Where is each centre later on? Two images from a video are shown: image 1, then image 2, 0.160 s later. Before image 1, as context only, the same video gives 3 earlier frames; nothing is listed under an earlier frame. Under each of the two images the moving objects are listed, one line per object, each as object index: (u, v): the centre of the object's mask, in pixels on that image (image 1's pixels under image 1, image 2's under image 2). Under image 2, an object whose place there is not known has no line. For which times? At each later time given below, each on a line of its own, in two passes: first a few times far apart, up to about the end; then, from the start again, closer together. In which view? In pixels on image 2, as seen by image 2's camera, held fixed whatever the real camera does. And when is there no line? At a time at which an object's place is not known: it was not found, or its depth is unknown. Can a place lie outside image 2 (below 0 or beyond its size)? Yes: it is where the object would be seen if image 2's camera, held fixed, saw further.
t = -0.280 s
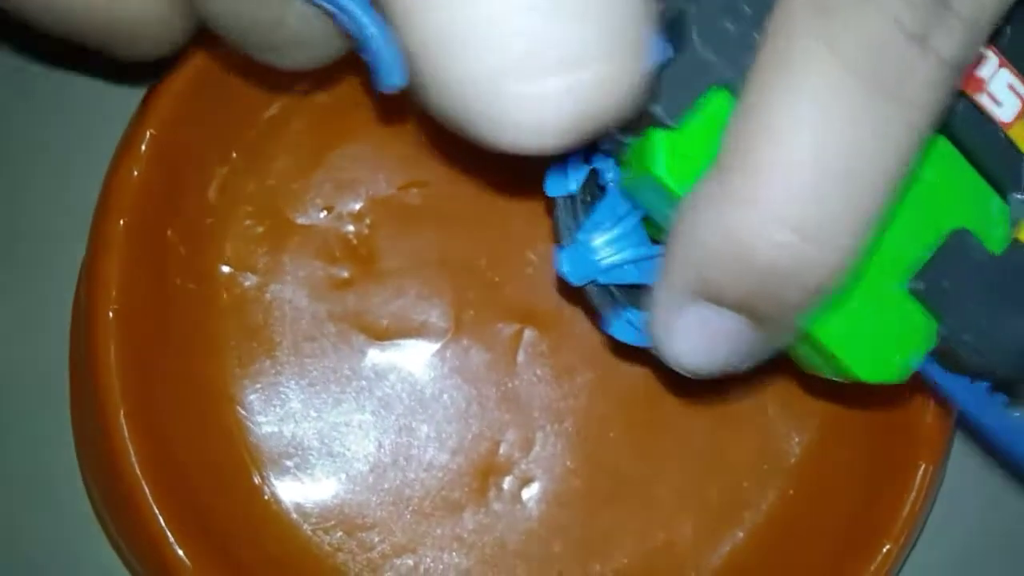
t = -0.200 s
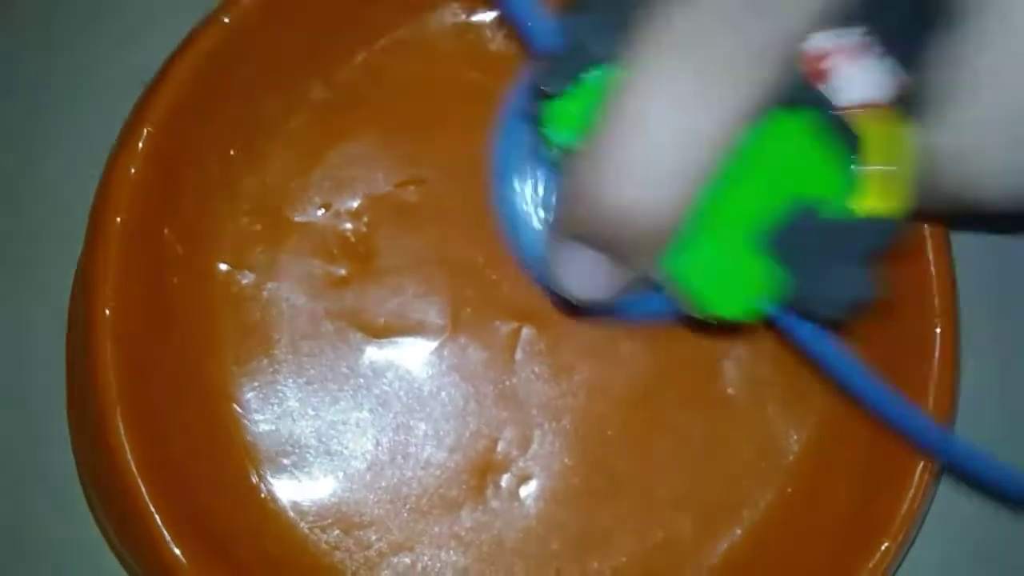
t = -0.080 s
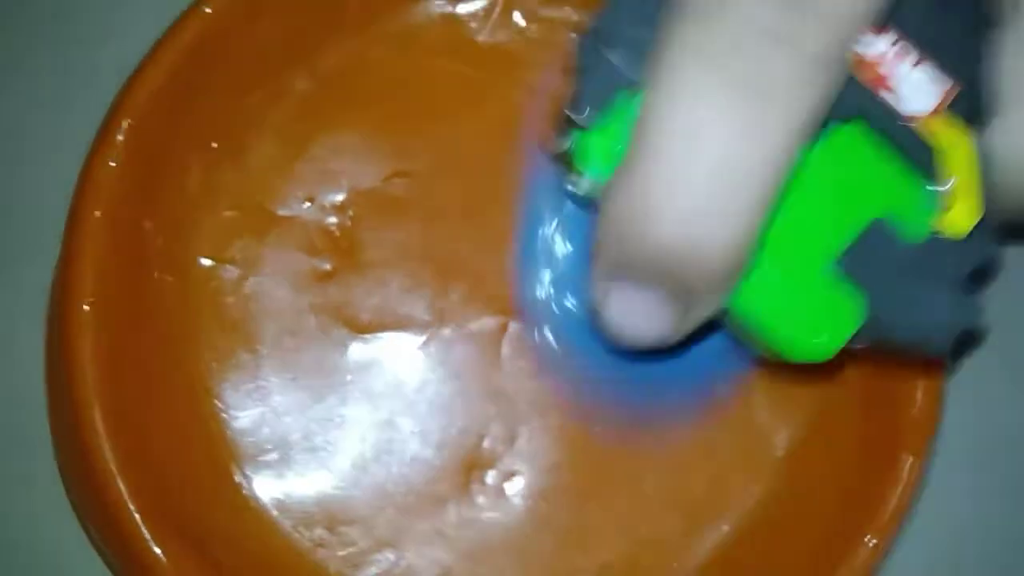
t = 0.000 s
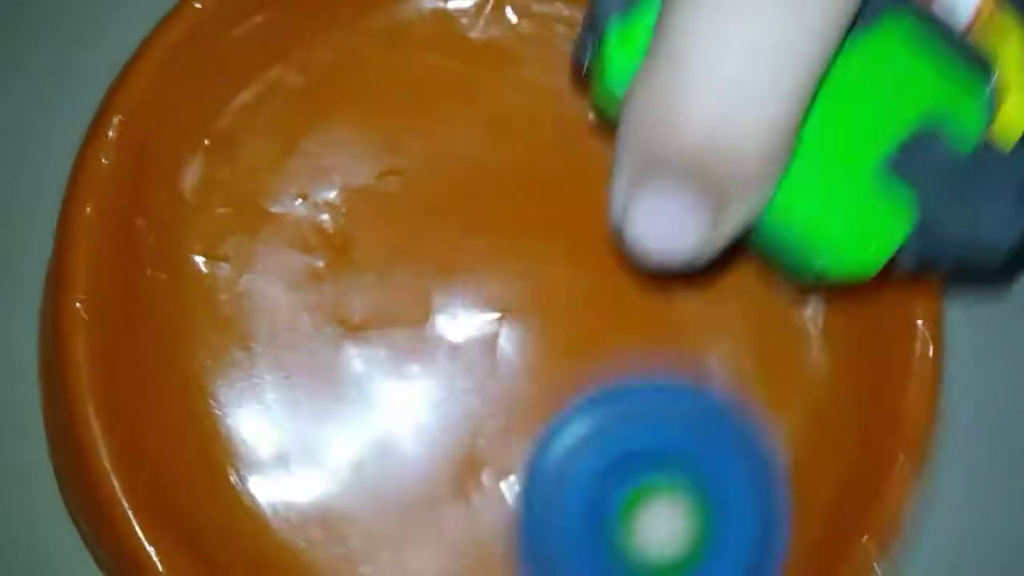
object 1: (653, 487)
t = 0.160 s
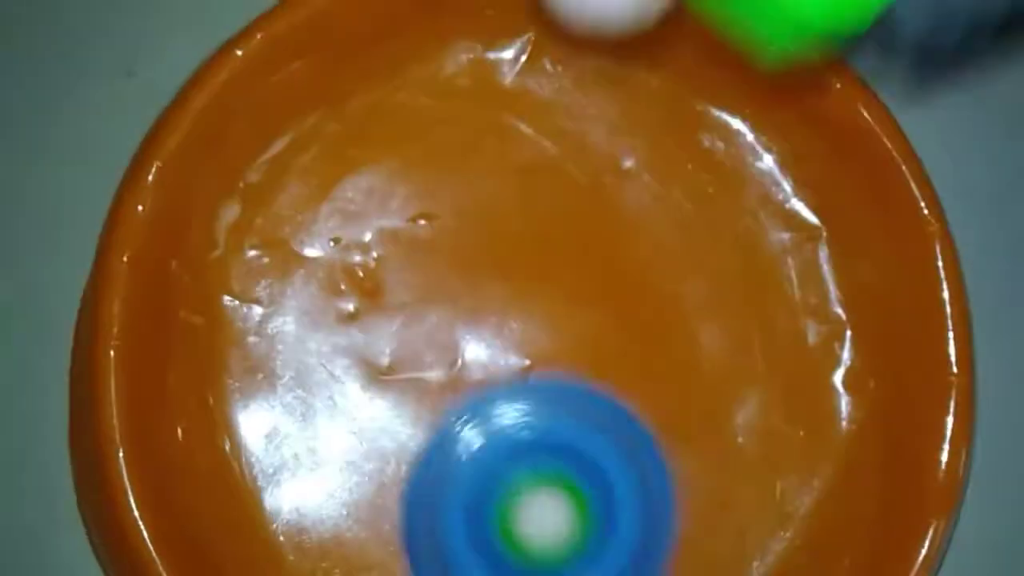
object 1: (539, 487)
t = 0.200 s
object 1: (525, 471)
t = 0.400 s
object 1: (453, 358)
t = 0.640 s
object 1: (361, 265)
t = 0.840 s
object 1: (363, 261)
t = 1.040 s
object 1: (351, 260)
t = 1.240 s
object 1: (347, 260)
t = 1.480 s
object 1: (369, 263)
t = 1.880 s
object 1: (578, 188)
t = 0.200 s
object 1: (525, 471)
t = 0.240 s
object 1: (507, 443)
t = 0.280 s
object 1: (494, 409)
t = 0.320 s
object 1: (480, 385)
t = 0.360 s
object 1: (467, 371)
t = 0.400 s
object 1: (453, 358)
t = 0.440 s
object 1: (433, 345)
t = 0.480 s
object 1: (409, 332)
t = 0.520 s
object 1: (386, 320)
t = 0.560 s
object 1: (369, 307)
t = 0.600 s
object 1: (363, 289)
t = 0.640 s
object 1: (361, 265)
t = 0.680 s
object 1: (350, 241)
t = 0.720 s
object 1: (343, 230)
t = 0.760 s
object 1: (348, 233)
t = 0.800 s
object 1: (359, 245)
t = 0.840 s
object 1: (363, 261)
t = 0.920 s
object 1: (350, 263)
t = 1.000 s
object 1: (349, 258)
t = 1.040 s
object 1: (351, 260)
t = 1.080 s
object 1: (357, 266)
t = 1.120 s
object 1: (353, 265)
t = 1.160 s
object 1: (347, 258)
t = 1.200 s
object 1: (349, 254)
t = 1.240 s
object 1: (347, 260)
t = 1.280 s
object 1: (355, 265)
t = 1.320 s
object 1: (355, 261)
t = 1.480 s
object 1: (369, 263)
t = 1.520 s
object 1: (373, 250)
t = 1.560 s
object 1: (379, 233)
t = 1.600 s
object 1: (393, 220)
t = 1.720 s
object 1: (475, 216)
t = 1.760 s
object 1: (504, 214)
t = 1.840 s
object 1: (554, 198)
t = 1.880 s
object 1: (578, 188)
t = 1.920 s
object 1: (600, 175)
